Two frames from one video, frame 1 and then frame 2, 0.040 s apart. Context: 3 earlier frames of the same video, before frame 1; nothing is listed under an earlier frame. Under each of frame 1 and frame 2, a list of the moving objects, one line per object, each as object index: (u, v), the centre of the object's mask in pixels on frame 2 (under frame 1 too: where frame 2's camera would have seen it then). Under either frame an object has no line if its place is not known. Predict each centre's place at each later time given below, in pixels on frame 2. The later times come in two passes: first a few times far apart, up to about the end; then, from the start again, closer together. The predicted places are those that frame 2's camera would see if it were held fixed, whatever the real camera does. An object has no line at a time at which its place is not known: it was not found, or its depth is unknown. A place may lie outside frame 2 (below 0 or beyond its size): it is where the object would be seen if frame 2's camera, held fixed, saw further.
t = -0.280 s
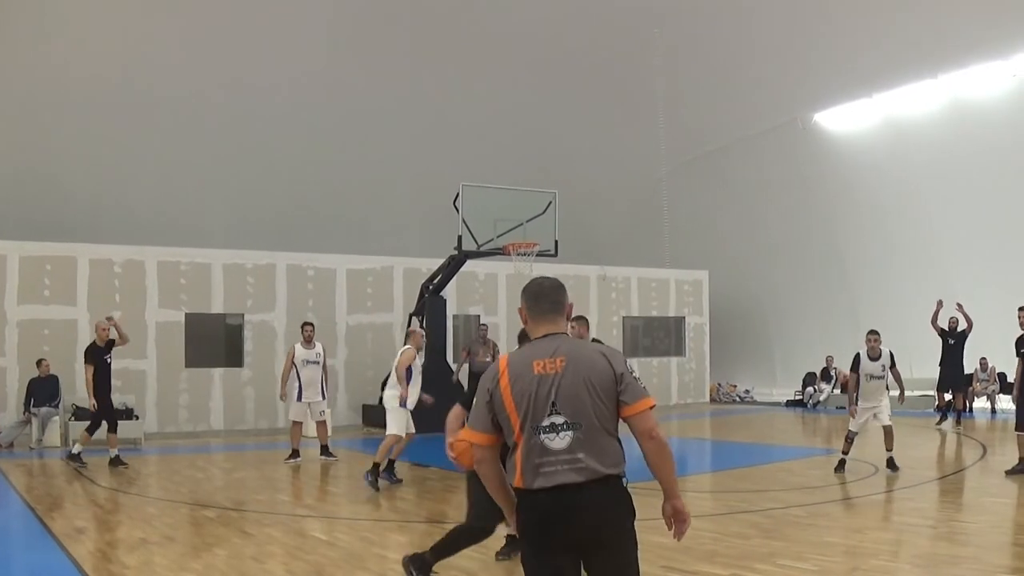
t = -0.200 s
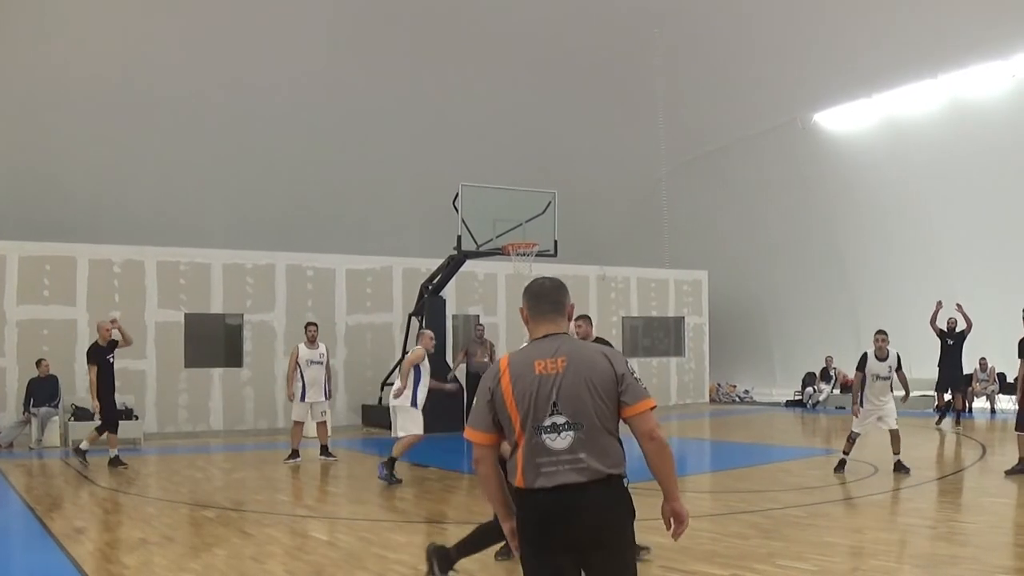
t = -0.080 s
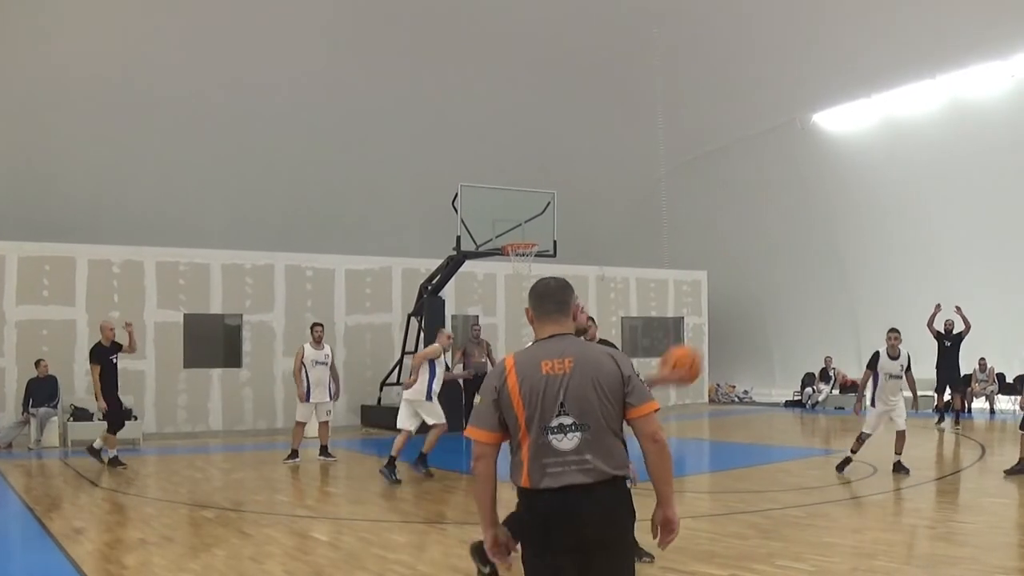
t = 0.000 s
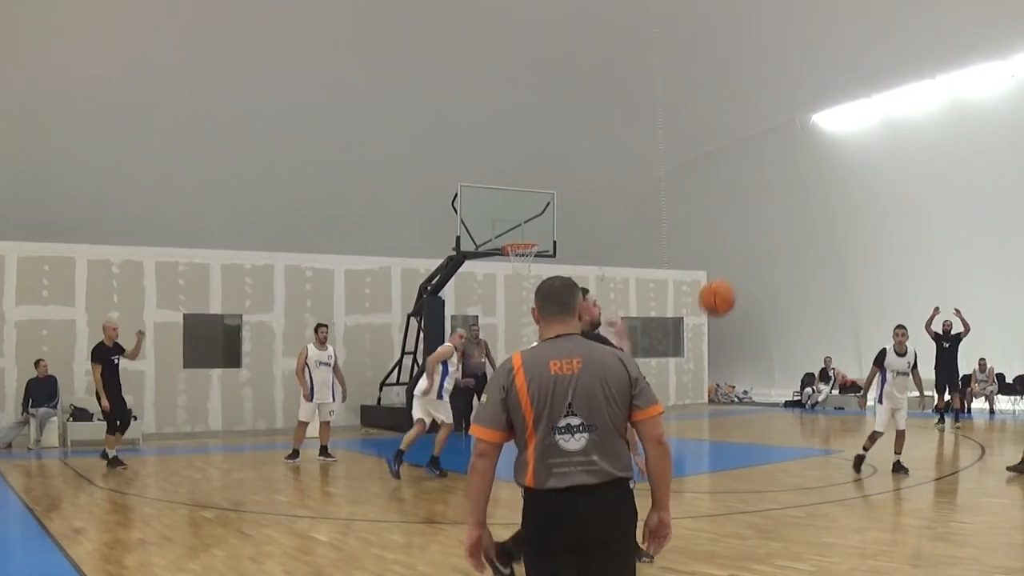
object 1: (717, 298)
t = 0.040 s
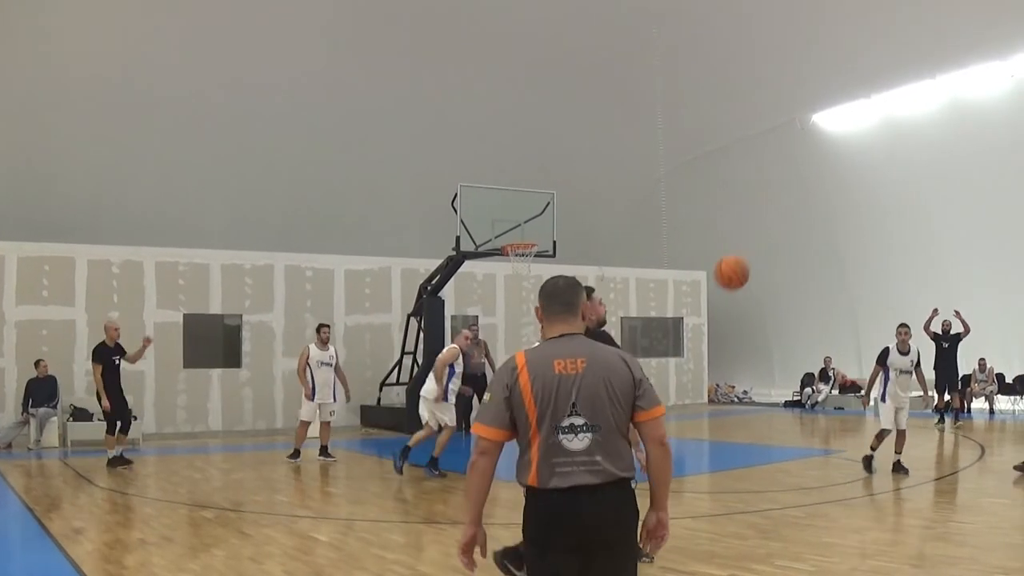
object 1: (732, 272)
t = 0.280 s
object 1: (800, 199)
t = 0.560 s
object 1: (855, 210)
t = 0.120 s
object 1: (758, 235)
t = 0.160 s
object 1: (769, 222)
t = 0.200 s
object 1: (780, 211)
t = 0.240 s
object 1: (790, 204)
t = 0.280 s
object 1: (800, 199)
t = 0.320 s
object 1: (809, 195)
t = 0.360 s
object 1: (817, 194)
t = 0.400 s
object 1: (825, 195)
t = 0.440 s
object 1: (833, 197)
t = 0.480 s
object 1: (841, 200)
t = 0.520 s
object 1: (848, 204)
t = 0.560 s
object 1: (855, 210)
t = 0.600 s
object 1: (861, 216)
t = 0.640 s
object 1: (868, 224)
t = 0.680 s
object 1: (874, 233)
